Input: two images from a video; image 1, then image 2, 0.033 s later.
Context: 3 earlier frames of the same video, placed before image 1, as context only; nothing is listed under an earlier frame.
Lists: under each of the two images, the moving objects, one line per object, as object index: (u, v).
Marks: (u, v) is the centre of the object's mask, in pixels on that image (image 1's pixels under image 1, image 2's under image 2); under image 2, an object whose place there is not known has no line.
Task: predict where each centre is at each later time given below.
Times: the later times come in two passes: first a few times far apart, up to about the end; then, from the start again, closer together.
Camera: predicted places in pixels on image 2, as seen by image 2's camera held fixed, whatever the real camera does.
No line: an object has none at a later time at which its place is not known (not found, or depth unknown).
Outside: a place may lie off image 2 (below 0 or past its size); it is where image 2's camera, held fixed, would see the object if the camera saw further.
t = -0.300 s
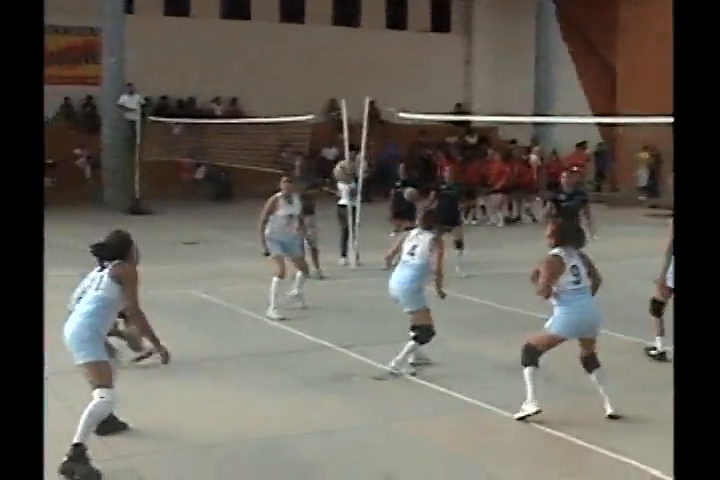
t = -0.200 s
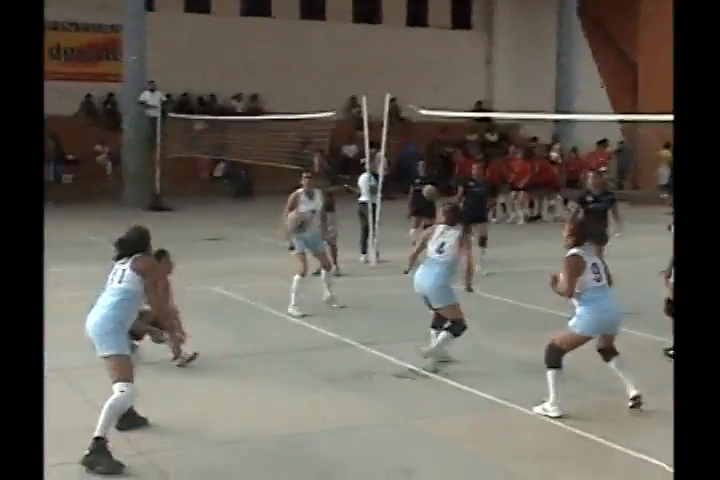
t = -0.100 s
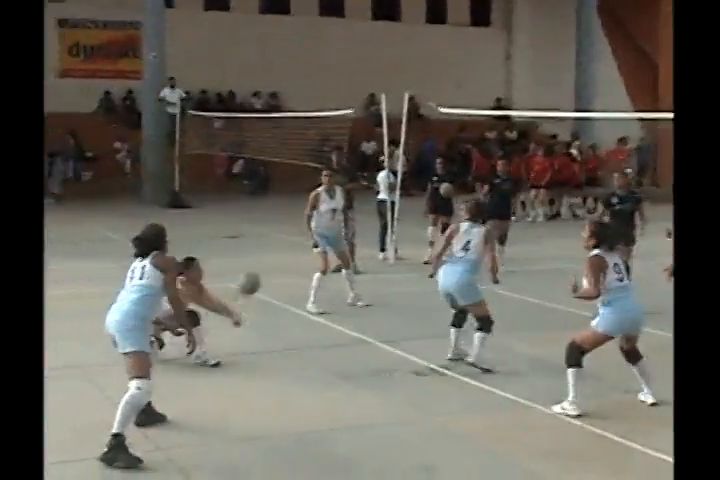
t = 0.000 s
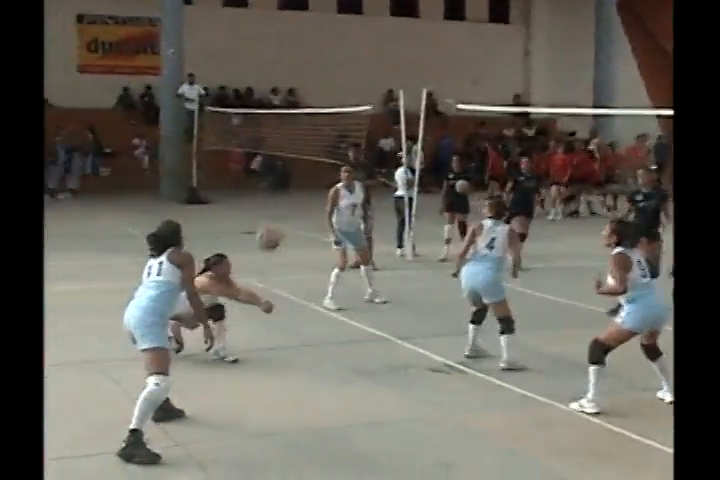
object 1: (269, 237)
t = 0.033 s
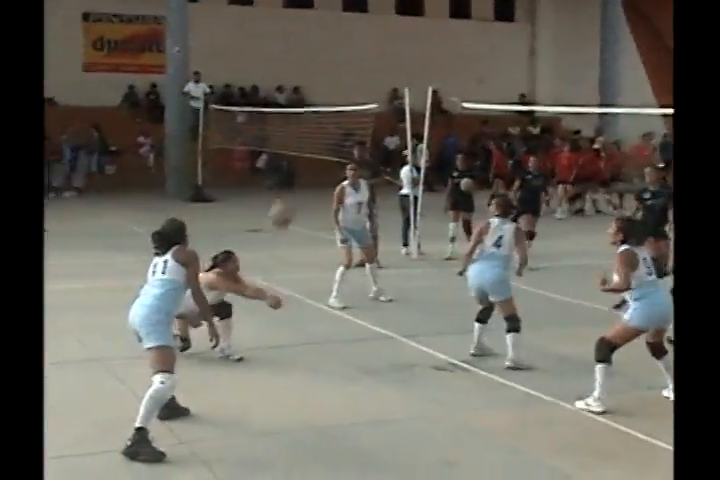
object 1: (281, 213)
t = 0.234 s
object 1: (323, 108)
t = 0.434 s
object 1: (370, 44)
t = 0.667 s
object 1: (422, 30)
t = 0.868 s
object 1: (466, 74)
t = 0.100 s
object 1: (295, 172)
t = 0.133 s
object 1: (301, 155)
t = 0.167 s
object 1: (309, 137)
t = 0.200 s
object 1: (316, 122)
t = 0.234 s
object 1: (323, 108)
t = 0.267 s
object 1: (332, 94)
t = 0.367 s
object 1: (355, 61)
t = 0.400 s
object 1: (364, 50)
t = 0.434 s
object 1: (370, 44)
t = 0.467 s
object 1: (377, 39)
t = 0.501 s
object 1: (385, 34)
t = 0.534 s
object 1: (393, 29)
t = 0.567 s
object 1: (399, 28)
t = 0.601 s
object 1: (407, 28)
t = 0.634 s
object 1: (415, 28)
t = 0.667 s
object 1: (422, 30)
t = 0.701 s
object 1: (429, 34)
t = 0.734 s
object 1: (436, 39)
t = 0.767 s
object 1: (444, 45)
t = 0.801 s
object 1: (452, 53)
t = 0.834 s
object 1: (458, 63)
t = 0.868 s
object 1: (466, 74)
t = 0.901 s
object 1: (472, 85)
